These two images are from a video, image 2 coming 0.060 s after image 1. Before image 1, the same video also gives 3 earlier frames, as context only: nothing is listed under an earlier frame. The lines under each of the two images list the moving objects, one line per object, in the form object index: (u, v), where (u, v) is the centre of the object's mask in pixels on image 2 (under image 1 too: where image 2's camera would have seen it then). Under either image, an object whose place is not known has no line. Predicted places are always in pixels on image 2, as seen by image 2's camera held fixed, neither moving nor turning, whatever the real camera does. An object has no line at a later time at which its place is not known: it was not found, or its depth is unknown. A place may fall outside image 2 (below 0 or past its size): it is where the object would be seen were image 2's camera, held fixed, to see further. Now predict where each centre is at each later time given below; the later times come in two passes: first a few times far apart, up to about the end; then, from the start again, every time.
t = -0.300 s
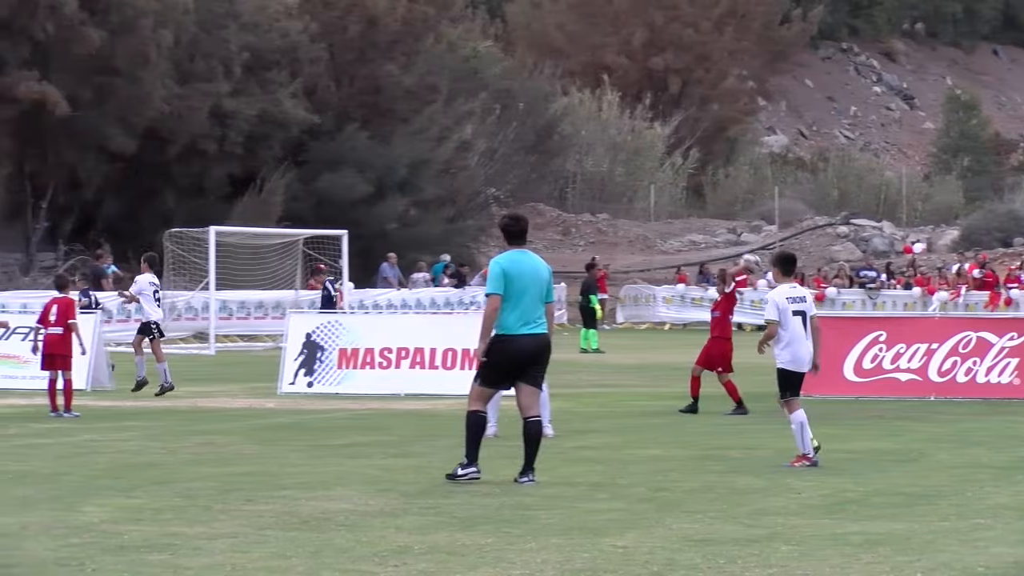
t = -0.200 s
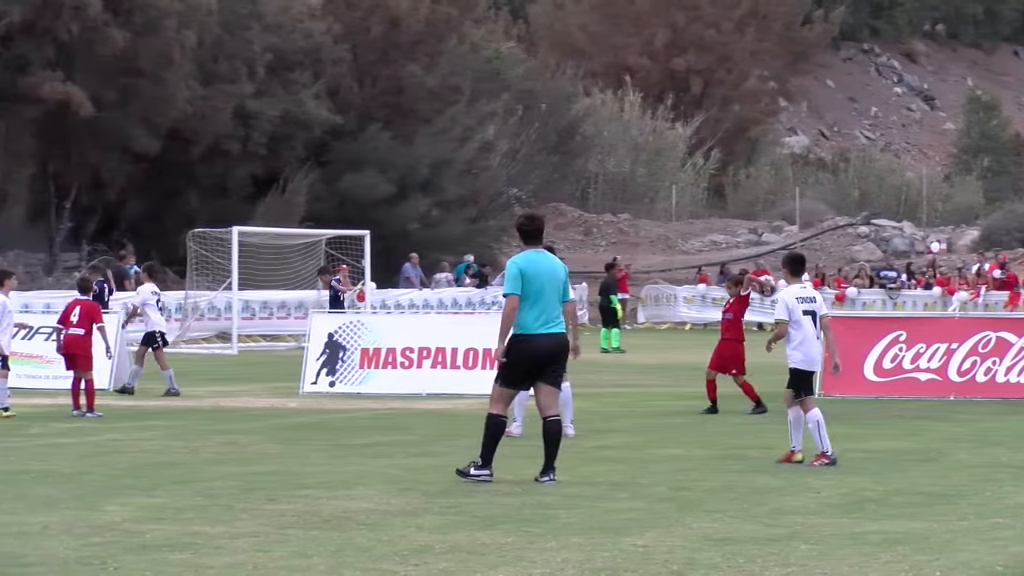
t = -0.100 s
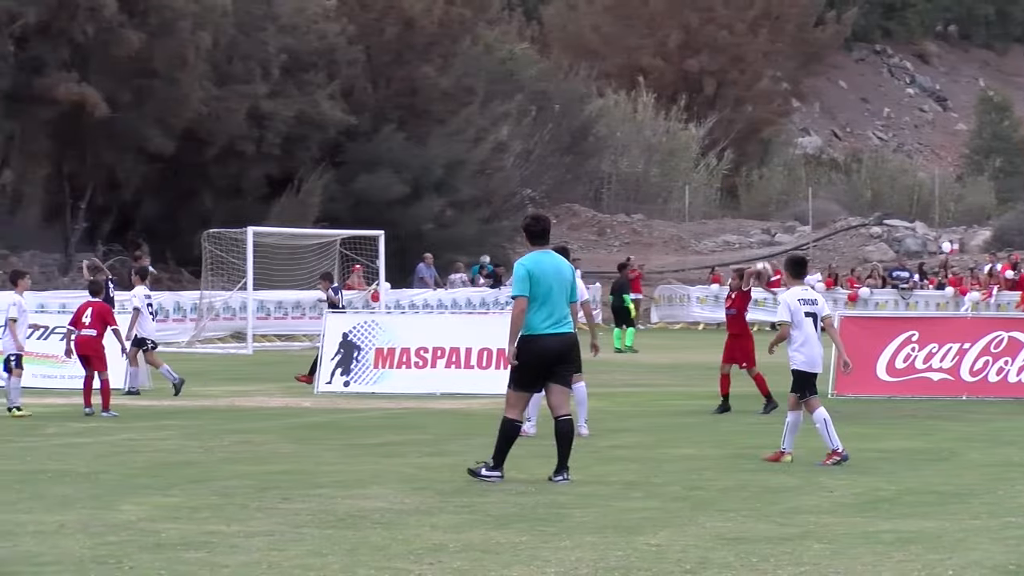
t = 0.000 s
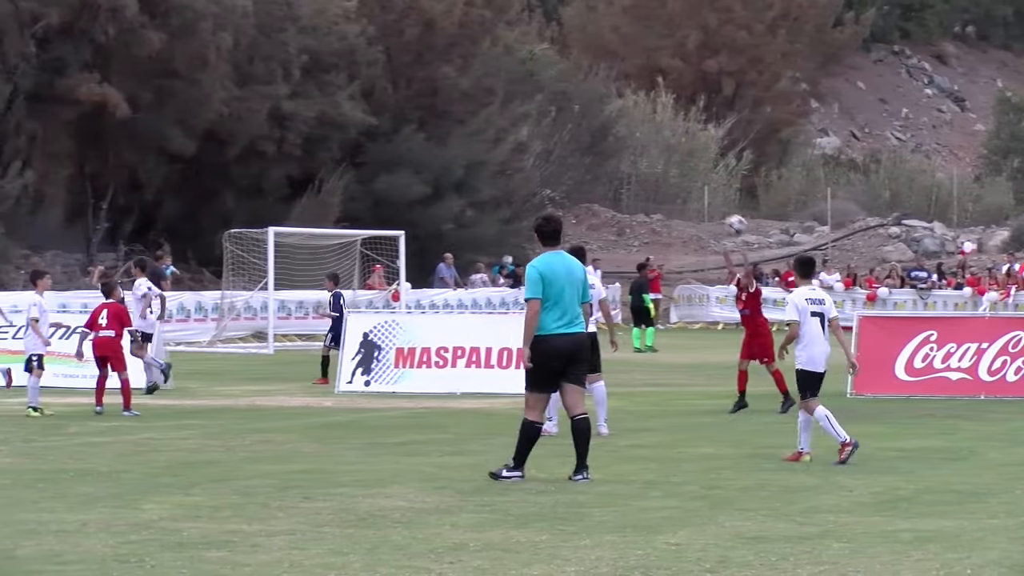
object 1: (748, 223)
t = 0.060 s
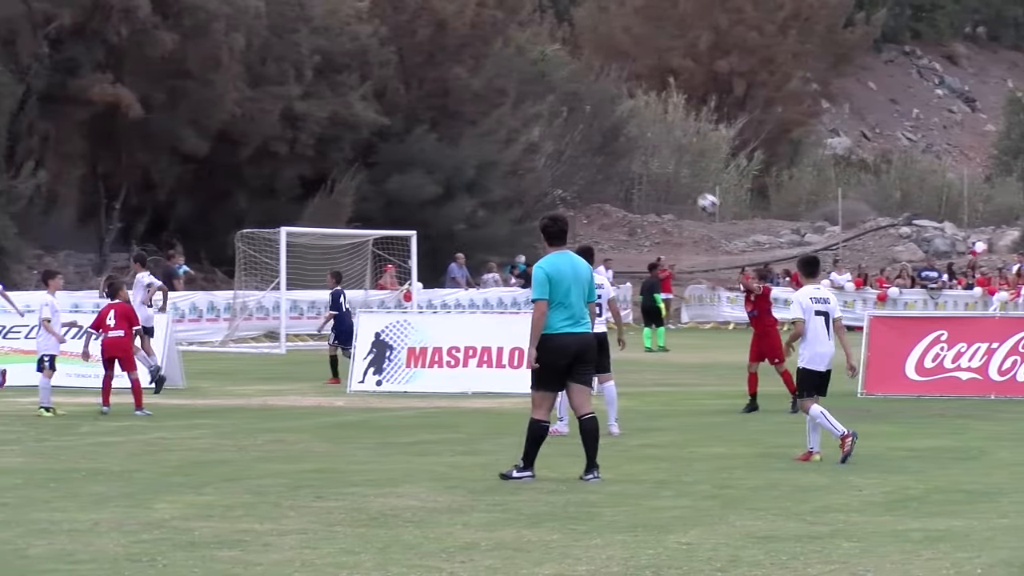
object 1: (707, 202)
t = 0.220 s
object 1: (602, 168)
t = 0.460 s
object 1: (442, 157)
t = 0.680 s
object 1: (295, 198)
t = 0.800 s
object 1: (213, 244)
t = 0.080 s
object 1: (694, 196)
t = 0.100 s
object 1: (681, 191)
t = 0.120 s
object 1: (668, 187)
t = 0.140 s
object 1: (655, 183)
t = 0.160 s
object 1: (642, 179)
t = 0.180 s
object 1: (628, 175)
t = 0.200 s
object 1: (615, 171)
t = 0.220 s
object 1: (602, 168)
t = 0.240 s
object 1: (589, 165)
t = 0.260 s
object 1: (575, 162)
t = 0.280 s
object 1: (562, 160)
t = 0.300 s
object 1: (549, 158)
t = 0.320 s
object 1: (535, 157)
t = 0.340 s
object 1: (522, 155)
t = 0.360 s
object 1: (509, 155)
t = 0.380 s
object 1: (496, 155)
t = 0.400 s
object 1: (482, 155)
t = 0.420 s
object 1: (469, 155)
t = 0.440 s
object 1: (455, 155)
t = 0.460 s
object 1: (442, 157)
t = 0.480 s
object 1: (429, 159)
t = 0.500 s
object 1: (416, 161)
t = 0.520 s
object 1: (402, 164)
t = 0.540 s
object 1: (389, 165)
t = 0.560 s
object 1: (376, 169)
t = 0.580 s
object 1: (362, 173)
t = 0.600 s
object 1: (349, 177)
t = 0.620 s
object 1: (336, 183)
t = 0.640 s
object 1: (322, 186)
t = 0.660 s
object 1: (309, 192)
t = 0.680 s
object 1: (295, 198)
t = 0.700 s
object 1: (282, 205)
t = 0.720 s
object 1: (268, 211)
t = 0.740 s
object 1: (254, 217)
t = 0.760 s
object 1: (240, 225)
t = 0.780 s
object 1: (226, 233)
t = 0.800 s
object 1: (213, 244)
